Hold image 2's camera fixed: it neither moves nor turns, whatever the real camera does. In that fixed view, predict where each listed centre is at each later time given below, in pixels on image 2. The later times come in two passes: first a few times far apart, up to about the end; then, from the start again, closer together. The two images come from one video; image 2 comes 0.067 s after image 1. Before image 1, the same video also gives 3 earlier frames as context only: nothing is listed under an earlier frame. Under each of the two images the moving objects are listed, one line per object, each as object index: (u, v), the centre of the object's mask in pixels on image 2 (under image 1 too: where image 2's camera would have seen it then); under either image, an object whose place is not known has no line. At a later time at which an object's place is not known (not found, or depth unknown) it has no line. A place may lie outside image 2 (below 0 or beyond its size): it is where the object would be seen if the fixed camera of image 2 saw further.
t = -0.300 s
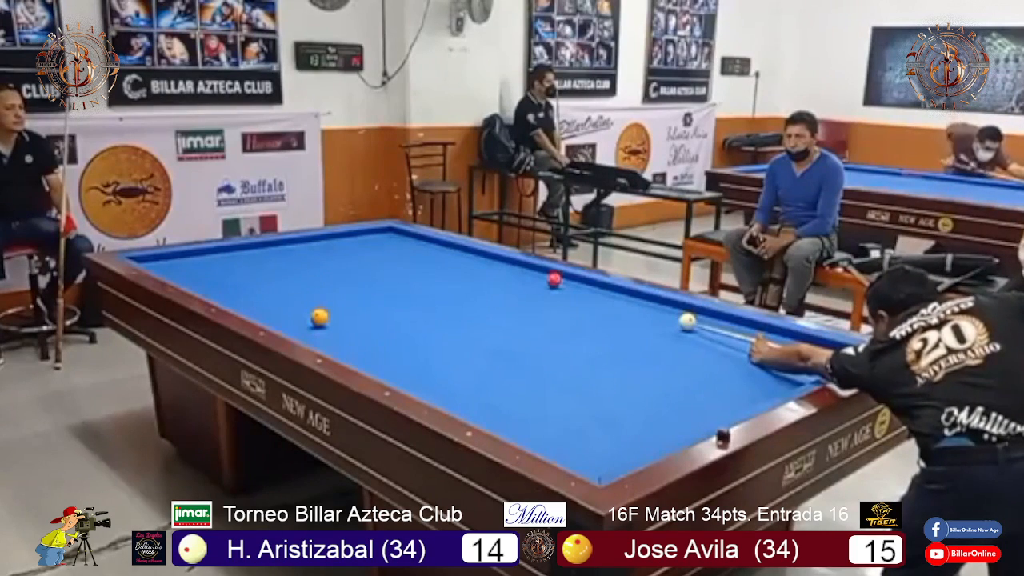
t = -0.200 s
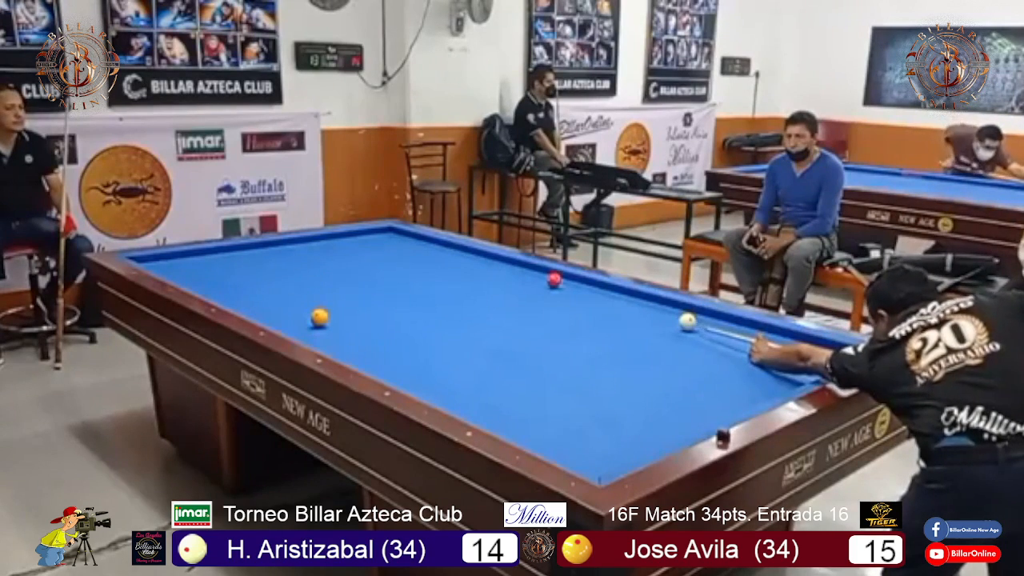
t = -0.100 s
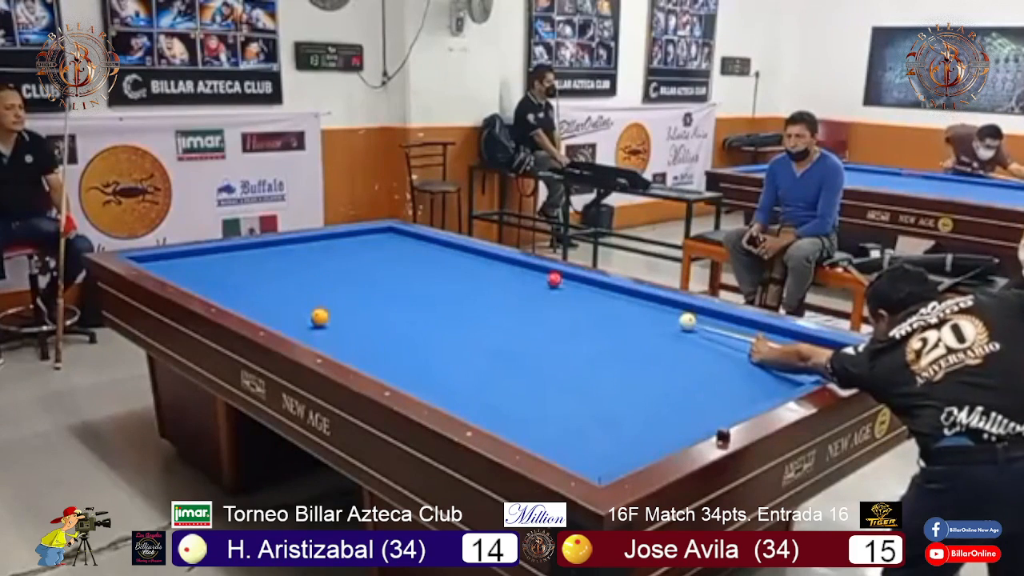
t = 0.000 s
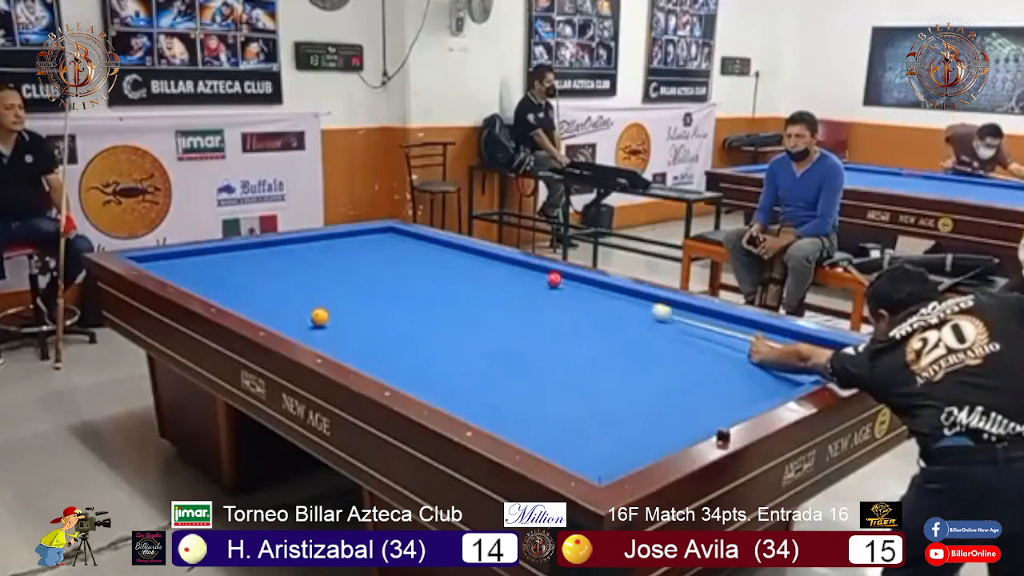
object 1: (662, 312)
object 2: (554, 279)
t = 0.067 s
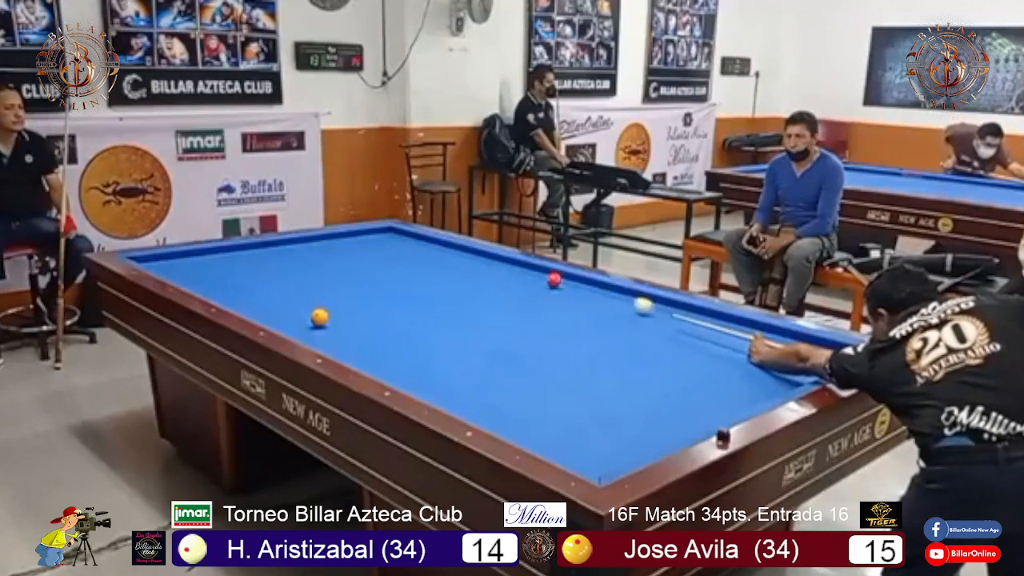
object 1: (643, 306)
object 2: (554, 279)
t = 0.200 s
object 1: (613, 296)
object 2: (555, 279)
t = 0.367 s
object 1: (580, 285)
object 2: (554, 279)
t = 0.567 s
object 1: (558, 273)
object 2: (542, 279)
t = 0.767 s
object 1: (520, 265)
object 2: (524, 279)
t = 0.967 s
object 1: (481, 259)
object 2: (507, 280)
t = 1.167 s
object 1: (444, 252)
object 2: (491, 280)
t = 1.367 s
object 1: (410, 246)
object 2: (475, 280)
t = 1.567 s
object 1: (378, 240)
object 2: (459, 280)
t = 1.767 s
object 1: (347, 235)
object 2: (444, 279)
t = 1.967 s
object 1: (338, 238)
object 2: (429, 279)
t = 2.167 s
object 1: (335, 244)
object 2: (414, 279)
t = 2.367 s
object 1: (330, 250)
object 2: (400, 279)
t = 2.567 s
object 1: (326, 256)
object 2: (387, 279)
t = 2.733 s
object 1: (323, 262)
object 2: (376, 278)
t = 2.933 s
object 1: (318, 268)
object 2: (363, 278)
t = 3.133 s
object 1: (313, 276)
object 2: (350, 278)
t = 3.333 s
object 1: (309, 283)
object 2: (339, 278)
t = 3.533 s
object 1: (303, 291)
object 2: (327, 278)
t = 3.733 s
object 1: (298, 299)
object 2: (316, 277)
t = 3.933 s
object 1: (292, 307)
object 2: (306, 277)
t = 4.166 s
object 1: (285, 318)
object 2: (295, 277)
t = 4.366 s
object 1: (287, 323)
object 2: (285, 277)
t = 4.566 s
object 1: (309, 329)
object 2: (276, 277)
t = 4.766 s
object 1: (331, 332)
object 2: (268, 276)
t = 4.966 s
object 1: (352, 335)
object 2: (260, 276)
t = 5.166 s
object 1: (373, 337)
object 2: (252, 276)
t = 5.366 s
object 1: (392, 340)
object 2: (246, 276)
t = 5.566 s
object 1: (412, 342)
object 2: (240, 276)
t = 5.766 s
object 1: (433, 345)
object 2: (234, 276)
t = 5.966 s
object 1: (454, 348)
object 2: (228, 275)
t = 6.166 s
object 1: (473, 351)
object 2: (223, 275)
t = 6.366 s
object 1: (494, 353)
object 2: (219, 275)
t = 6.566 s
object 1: (514, 356)
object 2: (214, 275)
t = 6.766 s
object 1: (532, 358)
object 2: (210, 274)
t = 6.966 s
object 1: (551, 361)
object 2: (207, 275)
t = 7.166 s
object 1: (570, 364)
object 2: (204, 275)
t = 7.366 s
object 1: (588, 366)
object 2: (201, 274)
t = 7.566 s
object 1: (605, 369)
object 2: (200, 274)
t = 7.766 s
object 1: (620, 371)
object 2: (198, 274)
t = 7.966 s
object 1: (637, 373)
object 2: (198, 274)
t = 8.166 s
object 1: (654, 375)
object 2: (197, 274)
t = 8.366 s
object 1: (670, 378)
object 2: (197, 274)
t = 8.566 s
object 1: (686, 380)
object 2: (197, 274)
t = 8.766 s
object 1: (702, 382)
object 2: (197, 274)
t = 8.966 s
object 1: (717, 384)
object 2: (197, 274)
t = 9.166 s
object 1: (731, 386)
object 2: (197, 274)
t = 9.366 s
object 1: (745, 388)
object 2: (197, 274)
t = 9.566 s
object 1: (759, 390)
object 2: (197, 274)
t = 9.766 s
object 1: (771, 389)
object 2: (197, 274)
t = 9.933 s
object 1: (775, 388)
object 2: (197, 274)
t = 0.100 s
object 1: (635, 304)
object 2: (554, 279)
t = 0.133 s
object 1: (627, 301)
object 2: (554, 279)
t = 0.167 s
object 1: (620, 298)
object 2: (554, 279)
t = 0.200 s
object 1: (613, 296)
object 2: (555, 279)
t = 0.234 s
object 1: (606, 294)
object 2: (555, 279)
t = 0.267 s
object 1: (600, 292)
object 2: (554, 279)
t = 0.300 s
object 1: (593, 289)
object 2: (554, 280)
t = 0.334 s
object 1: (586, 287)
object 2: (554, 279)
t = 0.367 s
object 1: (580, 285)
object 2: (554, 279)
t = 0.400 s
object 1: (574, 283)
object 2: (554, 279)
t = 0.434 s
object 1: (568, 281)
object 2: (554, 279)
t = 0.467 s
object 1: (565, 279)
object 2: (551, 280)
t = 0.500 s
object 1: (563, 277)
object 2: (547, 279)
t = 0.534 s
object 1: (561, 275)
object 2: (544, 279)
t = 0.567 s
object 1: (558, 273)
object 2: (542, 279)
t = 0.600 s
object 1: (555, 271)
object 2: (538, 280)
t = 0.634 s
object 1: (547, 270)
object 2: (535, 280)
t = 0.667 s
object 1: (540, 269)
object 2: (533, 280)
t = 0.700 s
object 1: (533, 267)
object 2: (530, 280)
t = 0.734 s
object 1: (526, 265)
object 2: (527, 280)
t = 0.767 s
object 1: (520, 265)
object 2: (524, 279)
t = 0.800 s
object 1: (513, 264)
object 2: (521, 279)
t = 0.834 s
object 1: (507, 263)
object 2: (518, 279)
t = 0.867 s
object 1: (500, 263)
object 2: (516, 280)
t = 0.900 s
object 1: (494, 261)
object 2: (513, 279)
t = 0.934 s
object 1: (487, 260)
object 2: (510, 279)
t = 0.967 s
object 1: (481, 259)
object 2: (507, 280)
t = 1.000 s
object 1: (475, 258)
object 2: (504, 280)
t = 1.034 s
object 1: (469, 257)
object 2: (502, 280)
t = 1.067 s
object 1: (462, 255)
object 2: (499, 280)
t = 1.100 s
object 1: (456, 255)
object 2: (496, 280)
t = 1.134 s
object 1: (450, 253)
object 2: (494, 280)
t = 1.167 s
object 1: (444, 252)
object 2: (491, 280)
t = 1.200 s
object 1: (438, 251)
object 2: (488, 280)
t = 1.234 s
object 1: (433, 250)
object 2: (485, 280)
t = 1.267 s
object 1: (426, 249)
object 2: (483, 279)
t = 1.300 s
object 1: (421, 248)
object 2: (480, 280)
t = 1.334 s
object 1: (416, 247)
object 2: (477, 280)
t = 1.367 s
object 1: (410, 246)
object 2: (475, 280)
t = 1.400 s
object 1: (405, 246)
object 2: (472, 280)
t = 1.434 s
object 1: (399, 244)
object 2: (469, 280)
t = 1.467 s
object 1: (393, 243)
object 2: (467, 279)
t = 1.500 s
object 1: (389, 242)
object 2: (464, 280)
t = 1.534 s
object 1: (383, 241)
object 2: (462, 280)
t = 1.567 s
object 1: (378, 240)
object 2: (459, 280)
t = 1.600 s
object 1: (373, 239)
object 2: (456, 280)
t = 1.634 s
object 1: (367, 239)
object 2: (454, 279)
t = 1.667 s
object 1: (362, 238)
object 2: (451, 280)
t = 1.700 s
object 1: (357, 237)
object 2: (448, 279)
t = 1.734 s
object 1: (352, 236)
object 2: (446, 279)
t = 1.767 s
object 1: (347, 235)
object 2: (444, 279)
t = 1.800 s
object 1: (342, 234)
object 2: (441, 279)
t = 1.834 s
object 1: (339, 234)
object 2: (439, 279)
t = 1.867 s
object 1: (339, 236)
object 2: (436, 279)
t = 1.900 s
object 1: (339, 237)
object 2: (434, 279)
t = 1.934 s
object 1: (339, 237)
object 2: (431, 279)
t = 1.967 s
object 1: (338, 238)
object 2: (429, 279)
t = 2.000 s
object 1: (338, 239)
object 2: (426, 279)
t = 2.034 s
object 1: (337, 240)
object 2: (424, 279)
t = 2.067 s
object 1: (337, 241)
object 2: (421, 279)
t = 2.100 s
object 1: (336, 242)
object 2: (419, 279)
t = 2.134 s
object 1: (335, 243)
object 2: (417, 279)
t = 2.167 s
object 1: (335, 244)
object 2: (414, 279)
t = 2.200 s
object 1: (334, 245)
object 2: (412, 279)
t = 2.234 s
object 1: (333, 246)
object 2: (410, 279)
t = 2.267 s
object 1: (333, 247)
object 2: (407, 279)
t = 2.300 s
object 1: (332, 248)
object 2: (405, 279)
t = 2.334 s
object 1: (331, 249)
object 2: (402, 279)
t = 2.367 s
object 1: (330, 250)
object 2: (400, 279)
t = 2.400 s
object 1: (330, 251)
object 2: (398, 279)
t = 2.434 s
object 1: (329, 252)
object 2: (395, 279)
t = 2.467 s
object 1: (329, 253)
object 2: (393, 279)
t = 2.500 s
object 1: (328, 254)
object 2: (391, 279)
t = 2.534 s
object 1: (327, 255)
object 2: (389, 279)
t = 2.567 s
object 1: (326, 256)
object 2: (387, 279)
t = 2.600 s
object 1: (326, 257)
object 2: (384, 278)
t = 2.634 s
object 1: (325, 258)
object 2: (382, 278)
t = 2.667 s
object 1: (324, 260)
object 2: (380, 278)
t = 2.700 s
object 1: (324, 260)
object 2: (378, 278)
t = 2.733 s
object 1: (323, 262)
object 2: (376, 278)
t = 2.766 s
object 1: (322, 263)
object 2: (374, 278)
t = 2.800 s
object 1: (322, 264)
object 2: (371, 278)
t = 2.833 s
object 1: (321, 265)
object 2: (369, 278)
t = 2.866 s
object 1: (320, 266)
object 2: (367, 278)
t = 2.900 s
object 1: (319, 267)
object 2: (365, 278)
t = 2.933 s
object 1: (318, 268)
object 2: (363, 278)
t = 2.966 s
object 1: (318, 269)
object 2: (361, 278)
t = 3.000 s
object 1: (317, 271)
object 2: (359, 278)
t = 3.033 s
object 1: (316, 272)
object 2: (357, 278)
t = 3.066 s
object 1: (315, 273)
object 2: (355, 278)
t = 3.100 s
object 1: (314, 274)
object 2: (353, 278)
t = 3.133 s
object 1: (313, 276)
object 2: (350, 278)
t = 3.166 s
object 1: (313, 277)
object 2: (348, 278)
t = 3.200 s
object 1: (312, 278)
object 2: (347, 278)
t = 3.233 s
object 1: (311, 279)
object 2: (344, 278)
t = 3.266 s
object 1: (310, 280)
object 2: (342, 278)
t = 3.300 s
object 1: (309, 282)
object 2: (341, 278)
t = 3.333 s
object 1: (309, 283)
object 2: (339, 278)
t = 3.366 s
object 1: (308, 284)
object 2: (337, 278)
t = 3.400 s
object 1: (307, 286)
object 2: (335, 278)
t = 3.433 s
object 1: (306, 287)
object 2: (333, 278)
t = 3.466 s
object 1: (305, 288)
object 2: (331, 278)
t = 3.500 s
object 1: (304, 289)
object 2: (329, 278)
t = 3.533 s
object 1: (303, 291)
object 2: (327, 278)
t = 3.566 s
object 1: (302, 292)
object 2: (325, 278)
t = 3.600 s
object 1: (301, 293)
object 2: (323, 278)
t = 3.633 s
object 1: (300, 295)
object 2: (322, 277)
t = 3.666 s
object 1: (299, 296)
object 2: (320, 277)
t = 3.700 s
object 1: (299, 298)
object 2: (318, 277)
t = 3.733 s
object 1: (298, 299)
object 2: (316, 277)
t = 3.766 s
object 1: (297, 300)
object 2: (315, 278)
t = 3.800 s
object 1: (296, 302)
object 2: (313, 277)
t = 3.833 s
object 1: (295, 303)
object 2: (311, 277)
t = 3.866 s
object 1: (294, 304)
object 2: (310, 277)
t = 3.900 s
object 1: (293, 306)
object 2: (308, 277)
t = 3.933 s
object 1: (292, 307)
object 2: (306, 277)
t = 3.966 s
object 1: (291, 309)
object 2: (304, 277)
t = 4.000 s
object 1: (291, 310)
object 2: (303, 277)
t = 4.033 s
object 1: (290, 312)
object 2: (301, 277)
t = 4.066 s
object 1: (288, 314)
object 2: (299, 277)
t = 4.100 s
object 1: (287, 315)
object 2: (298, 277)
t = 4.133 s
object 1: (286, 316)
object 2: (296, 277)
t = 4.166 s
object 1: (285, 318)
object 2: (295, 277)
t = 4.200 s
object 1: (285, 319)
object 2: (293, 277)
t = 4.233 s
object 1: (284, 320)
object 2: (291, 277)
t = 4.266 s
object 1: (284, 321)
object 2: (290, 277)
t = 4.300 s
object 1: (282, 322)
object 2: (288, 277)
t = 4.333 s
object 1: (284, 322)
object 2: (287, 277)
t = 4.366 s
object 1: (287, 323)
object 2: (285, 277)
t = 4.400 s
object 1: (291, 324)
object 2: (284, 277)
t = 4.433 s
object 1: (295, 325)
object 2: (282, 277)
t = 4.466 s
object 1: (299, 326)
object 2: (281, 277)
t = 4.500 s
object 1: (302, 327)
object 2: (279, 277)
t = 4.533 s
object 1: (306, 328)
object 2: (278, 277)
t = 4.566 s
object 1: (309, 329)
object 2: (276, 277)
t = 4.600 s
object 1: (313, 330)
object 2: (275, 277)
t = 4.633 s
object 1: (316, 330)
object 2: (273, 277)
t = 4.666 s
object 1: (320, 330)
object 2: (272, 276)
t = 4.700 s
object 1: (324, 331)
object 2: (270, 276)
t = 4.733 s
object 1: (327, 332)
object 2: (269, 276)
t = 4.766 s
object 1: (331, 332)
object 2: (268, 276)
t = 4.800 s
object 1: (335, 332)
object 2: (266, 276)
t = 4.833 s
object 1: (338, 333)
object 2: (265, 276)
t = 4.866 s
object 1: (341, 333)
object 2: (264, 276)
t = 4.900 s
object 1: (345, 334)
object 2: (262, 276)
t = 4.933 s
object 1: (349, 334)
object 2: (261, 276)
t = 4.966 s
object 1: (352, 335)
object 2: (260, 276)
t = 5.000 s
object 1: (356, 335)
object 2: (258, 276)
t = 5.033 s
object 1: (359, 336)
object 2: (257, 276)
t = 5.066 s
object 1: (363, 336)
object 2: (256, 276)
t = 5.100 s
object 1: (367, 336)
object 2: (255, 276)
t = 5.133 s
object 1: (370, 337)
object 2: (254, 276)
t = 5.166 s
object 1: (373, 337)
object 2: (252, 276)
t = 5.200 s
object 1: (377, 338)
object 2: (251, 276)
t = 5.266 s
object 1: (385, 339)
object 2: (249, 276)
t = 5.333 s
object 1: (388, 339)
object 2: (248, 276)
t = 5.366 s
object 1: (392, 340)
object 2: (246, 276)
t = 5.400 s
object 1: (395, 340)
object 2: (245, 276)
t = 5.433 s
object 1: (399, 341)
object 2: (244, 276)
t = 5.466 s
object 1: (402, 341)
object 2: (243, 276)
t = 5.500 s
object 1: (405, 342)
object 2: (242, 276)
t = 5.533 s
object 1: (409, 342)
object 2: (241, 276)
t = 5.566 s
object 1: (412, 342)
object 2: (240, 276)
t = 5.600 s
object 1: (416, 343)
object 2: (239, 276)
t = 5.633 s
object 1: (419, 343)
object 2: (238, 276)
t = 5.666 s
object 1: (423, 344)
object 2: (237, 276)
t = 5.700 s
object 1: (427, 344)
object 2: (236, 276)
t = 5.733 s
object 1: (430, 345)
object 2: (235, 276)
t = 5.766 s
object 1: (433, 345)
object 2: (234, 276)
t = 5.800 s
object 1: (437, 346)
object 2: (233, 276)
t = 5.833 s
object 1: (440, 346)
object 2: (232, 276)
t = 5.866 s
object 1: (444, 347)
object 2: (231, 275)
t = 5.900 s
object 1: (447, 347)
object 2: (230, 276)
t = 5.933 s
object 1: (450, 348)
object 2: (229, 275)
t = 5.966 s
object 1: (454, 348)
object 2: (228, 275)
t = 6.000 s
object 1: (457, 349)
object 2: (227, 275)
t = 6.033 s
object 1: (460, 349)
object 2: (226, 275)
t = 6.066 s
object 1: (464, 349)
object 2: (225, 275)
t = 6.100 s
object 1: (467, 350)
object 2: (224, 275)
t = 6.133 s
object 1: (470, 350)
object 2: (224, 275)
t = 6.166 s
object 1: (473, 351)
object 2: (223, 275)
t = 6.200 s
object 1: (477, 351)
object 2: (222, 275)
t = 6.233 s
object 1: (480, 351)
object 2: (222, 275)
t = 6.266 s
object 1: (484, 352)
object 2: (221, 275)
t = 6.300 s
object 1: (487, 353)
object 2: (220, 275)
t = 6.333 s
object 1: (490, 353)
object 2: (219, 275)
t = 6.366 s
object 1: (494, 353)
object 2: (219, 275)
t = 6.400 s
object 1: (497, 354)
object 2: (218, 275)
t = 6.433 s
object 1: (500, 354)
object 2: (217, 275)
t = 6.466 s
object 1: (503, 354)
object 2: (216, 275)
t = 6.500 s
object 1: (507, 355)
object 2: (215, 275)
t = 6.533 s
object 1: (510, 356)
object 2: (215, 275)
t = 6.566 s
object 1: (514, 356)
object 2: (214, 275)
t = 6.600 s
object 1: (516, 356)
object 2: (213, 275)
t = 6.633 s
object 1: (519, 357)
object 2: (213, 275)
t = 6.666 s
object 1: (523, 357)
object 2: (212, 275)
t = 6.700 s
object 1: (526, 357)
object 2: (212, 274)
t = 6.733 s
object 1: (529, 358)
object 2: (211, 274)
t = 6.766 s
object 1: (532, 358)
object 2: (210, 274)
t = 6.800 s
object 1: (535, 359)
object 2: (210, 274)
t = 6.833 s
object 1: (538, 359)
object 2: (209, 274)
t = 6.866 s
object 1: (542, 360)
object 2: (209, 274)
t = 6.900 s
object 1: (545, 360)
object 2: (208, 275)
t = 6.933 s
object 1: (548, 361)
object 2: (207, 275)
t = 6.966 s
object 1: (551, 361)
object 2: (207, 275)
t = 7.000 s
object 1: (554, 362)
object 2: (207, 275)
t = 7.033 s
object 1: (557, 362)
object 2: (206, 275)
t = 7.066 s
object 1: (561, 362)
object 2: (206, 275)
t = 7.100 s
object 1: (564, 363)
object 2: (205, 275)
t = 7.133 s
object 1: (567, 363)
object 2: (205, 275)
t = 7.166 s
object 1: (570, 364)
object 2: (204, 275)
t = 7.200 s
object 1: (573, 364)
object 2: (203, 274)
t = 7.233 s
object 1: (576, 364)
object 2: (203, 275)
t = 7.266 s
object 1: (579, 365)
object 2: (203, 274)
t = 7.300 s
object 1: (582, 365)
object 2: (202, 275)
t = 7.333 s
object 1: (585, 366)
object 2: (202, 274)
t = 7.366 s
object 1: (588, 366)
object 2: (201, 274)
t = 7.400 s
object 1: (591, 366)
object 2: (201, 274)
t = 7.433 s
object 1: (594, 367)
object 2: (201, 274)
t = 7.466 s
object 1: (597, 367)
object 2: (201, 274)
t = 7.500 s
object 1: (600, 368)
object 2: (200, 274)
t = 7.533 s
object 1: (603, 368)
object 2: (200, 274)
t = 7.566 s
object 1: (605, 369)
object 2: (200, 274)
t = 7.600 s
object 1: (608, 369)
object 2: (200, 274)
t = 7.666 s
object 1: (615, 370)
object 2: (199, 274)
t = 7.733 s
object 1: (617, 370)
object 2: (199, 274)
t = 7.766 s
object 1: (620, 371)
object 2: (198, 274)
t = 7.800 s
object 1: (622, 371)
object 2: (198, 274)
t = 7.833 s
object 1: (625, 371)
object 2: (198, 274)
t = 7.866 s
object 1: (628, 372)
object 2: (198, 274)
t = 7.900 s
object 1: (631, 372)
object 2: (198, 274)
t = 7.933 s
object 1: (634, 373)
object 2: (198, 274)
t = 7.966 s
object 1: (637, 373)
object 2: (198, 274)
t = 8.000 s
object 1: (640, 374)
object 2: (198, 274)
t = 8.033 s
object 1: (642, 374)
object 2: (197, 274)
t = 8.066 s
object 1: (645, 374)
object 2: (197, 274)
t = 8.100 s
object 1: (648, 374)
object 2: (197, 274)
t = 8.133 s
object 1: (651, 374)
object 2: (197, 274)
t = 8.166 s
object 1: (654, 375)
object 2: (197, 274)
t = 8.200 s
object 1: (657, 375)
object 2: (197, 274)
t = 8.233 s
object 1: (660, 376)
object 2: (197, 274)
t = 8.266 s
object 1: (662, 376)
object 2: (197, 274)
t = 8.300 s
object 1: (665, 377)
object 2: (197, 274)
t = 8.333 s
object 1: (668, 377)
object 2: (197, 274)
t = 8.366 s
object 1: (670, 378)
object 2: (197, 274)
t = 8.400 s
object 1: (673, 378)
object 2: (197, 274)
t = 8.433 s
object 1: (675, 378)
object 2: (197, 274)
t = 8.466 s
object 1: (678, 379)
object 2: (197, 274)
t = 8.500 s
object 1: (680, 379)
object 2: (197, 274)
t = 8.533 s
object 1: (683, 379)
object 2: (197, 274)
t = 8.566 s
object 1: (686, 380)
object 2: (197, 274)
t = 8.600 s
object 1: (689, 380)
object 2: (197, 274)
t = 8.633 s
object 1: (691, 381)
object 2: (197, 274)
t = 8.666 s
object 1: (694, 381)
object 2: (197, 274)
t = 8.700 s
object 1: (696, 381)
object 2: (197, 274)
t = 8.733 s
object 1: (700, 382)
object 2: (197, 274)
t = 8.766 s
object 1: (702, 382)
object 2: (197, 274)
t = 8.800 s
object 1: (705, 383)
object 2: (197, 274)
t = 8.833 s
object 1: (707, 383)
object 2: (197, 274)
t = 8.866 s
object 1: (709, 383)
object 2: (197, 274)
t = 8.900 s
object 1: (712, 384)
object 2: (197, 274)
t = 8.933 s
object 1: (714, 384)
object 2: (197, 274)
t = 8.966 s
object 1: (717, 384)
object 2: (197, 274)
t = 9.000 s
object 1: (719, 384)
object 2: (197, 274)
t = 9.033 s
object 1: (722, 385)
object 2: (197, 274)
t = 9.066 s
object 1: (724, 385)
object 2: (197, 274)
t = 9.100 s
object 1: (727, 386)
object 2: (197, 274)
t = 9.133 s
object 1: (729, 386)
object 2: (197, 274)
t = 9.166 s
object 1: (731, 386)
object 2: (197, 274)
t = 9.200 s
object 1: (734, 387)
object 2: (197, 274)
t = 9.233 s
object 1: (736, 387)
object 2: (197, 274)
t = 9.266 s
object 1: (738, 387)
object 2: (197, 274)
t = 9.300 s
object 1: (741, 388)
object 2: (197, 274)
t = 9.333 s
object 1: (743, 388)
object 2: (197, 274)
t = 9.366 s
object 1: (745, 388)
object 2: (197, 274)
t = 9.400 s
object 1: (748, 388)
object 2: (197, 274)
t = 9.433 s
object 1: (750, 389)
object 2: (197, 274)
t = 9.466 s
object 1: (753, 389)
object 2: (197, 274)
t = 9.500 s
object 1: (754, 389)
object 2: (197, 274)
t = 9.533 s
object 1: (757, 390)
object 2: (197, 274)
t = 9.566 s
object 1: (759, 390)
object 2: (197, 274)
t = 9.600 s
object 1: (761, 390)
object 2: (197, 274)
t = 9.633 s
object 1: (763, 390)
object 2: (197, 274)
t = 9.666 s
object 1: (765, 390)
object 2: (197, 274)
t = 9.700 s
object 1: (767, 390)
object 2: (197, 274)
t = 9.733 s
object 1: (769, 389)
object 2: (197, 274)
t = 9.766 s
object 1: (771, 389)
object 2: (197, 274)
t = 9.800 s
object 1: (773, 389)
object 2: (197, 274)
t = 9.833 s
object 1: (775, 389)
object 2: (197, 274)
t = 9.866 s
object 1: (776, 389)
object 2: (197, 274)
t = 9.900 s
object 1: (775, 388)
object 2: (197, 274)
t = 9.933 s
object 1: (775, 388)
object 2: (197, 274)
